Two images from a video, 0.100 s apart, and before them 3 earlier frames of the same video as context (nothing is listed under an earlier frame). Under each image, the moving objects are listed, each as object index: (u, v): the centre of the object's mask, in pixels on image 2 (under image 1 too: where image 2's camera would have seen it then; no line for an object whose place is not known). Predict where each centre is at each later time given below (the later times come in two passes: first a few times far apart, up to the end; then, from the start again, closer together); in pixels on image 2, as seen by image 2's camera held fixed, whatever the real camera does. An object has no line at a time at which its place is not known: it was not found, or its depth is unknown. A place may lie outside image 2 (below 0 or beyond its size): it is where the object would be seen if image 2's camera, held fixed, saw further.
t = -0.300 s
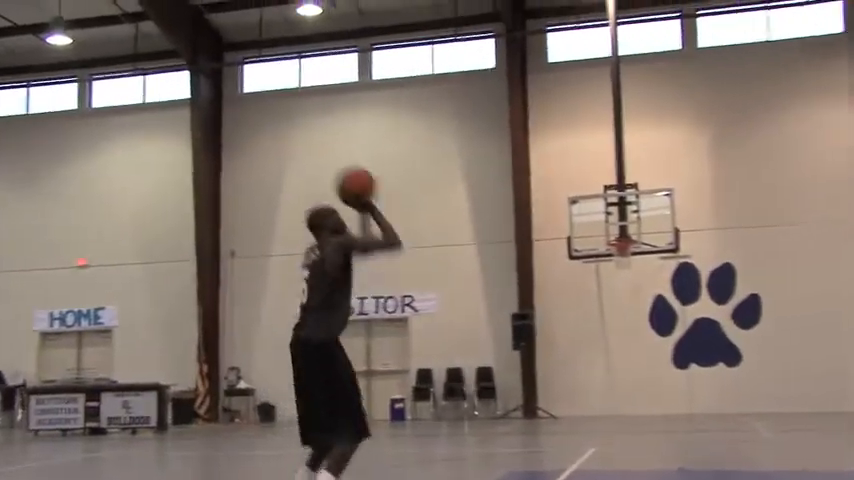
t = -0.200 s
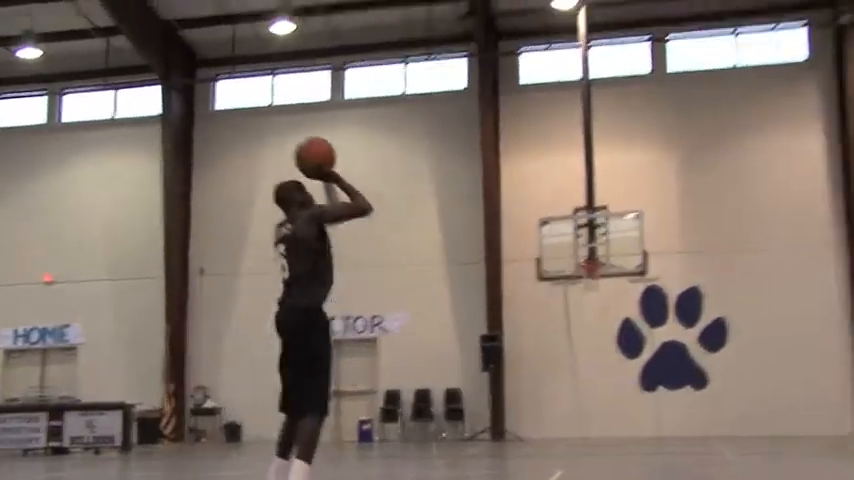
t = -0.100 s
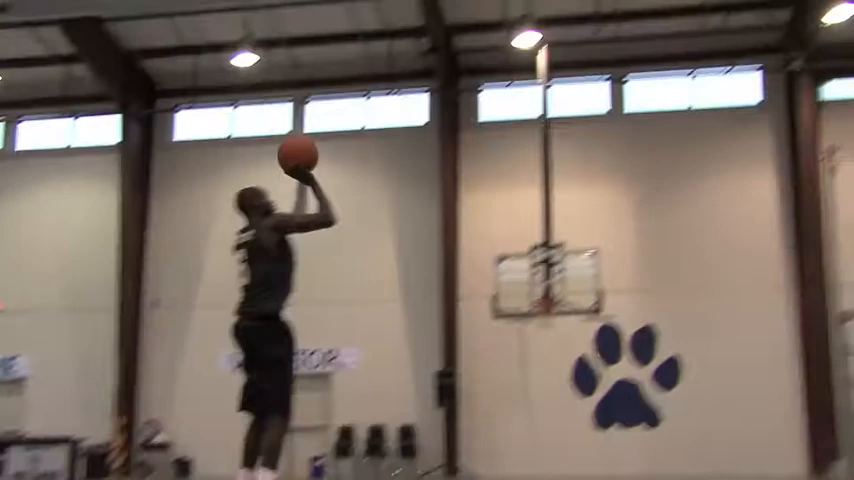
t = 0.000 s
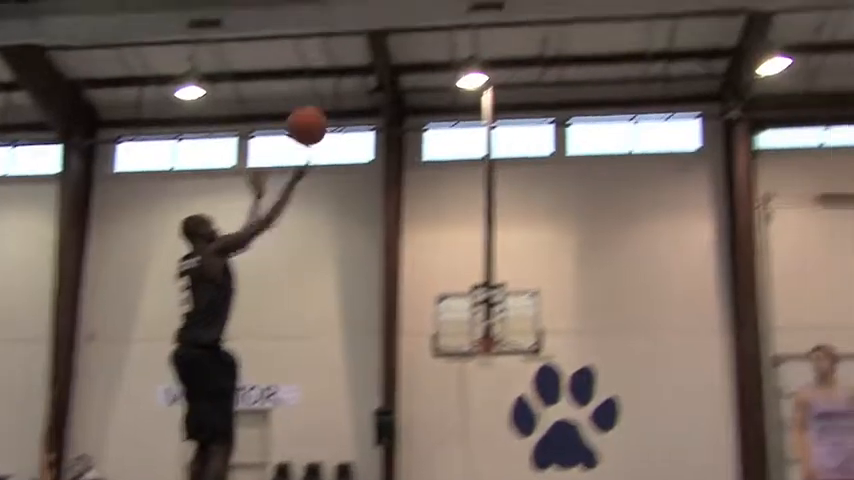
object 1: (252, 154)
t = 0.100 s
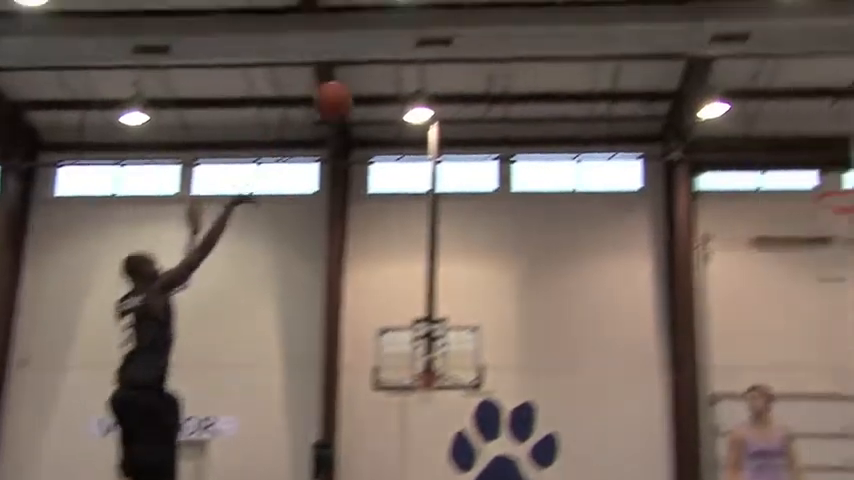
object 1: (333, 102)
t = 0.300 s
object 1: (478, 42)
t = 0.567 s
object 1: (652, 52)
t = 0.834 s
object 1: (809, 150)
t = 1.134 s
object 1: (805, 310)
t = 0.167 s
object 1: (383, 74)
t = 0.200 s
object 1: (407, 64)
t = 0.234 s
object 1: (431, 55)
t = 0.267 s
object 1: (454, 47)
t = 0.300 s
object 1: (478, 42)
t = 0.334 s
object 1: (500, 38)
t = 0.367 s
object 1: (522, 35)
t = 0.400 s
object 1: (545, 35)
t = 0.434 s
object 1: (566, 34)
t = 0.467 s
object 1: (588, 36)
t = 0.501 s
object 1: (609, 39)
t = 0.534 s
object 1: (630, 45)
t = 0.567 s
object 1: (652, 52)
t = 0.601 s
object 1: (672, 58)
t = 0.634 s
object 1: (691, 70)
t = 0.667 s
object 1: (708, 80)
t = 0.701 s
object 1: (731, 90)
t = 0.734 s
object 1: (749, 104)
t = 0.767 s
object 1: (768, 118)
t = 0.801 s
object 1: (790, 136)
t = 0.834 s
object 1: (809, 150)
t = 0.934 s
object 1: (862, 212)
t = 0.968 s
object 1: (849, 234)
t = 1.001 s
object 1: (840, 251)
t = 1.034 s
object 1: (830, 264)
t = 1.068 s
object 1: (822, 277)
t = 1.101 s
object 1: (813, 292)
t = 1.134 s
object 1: (805, 310)
